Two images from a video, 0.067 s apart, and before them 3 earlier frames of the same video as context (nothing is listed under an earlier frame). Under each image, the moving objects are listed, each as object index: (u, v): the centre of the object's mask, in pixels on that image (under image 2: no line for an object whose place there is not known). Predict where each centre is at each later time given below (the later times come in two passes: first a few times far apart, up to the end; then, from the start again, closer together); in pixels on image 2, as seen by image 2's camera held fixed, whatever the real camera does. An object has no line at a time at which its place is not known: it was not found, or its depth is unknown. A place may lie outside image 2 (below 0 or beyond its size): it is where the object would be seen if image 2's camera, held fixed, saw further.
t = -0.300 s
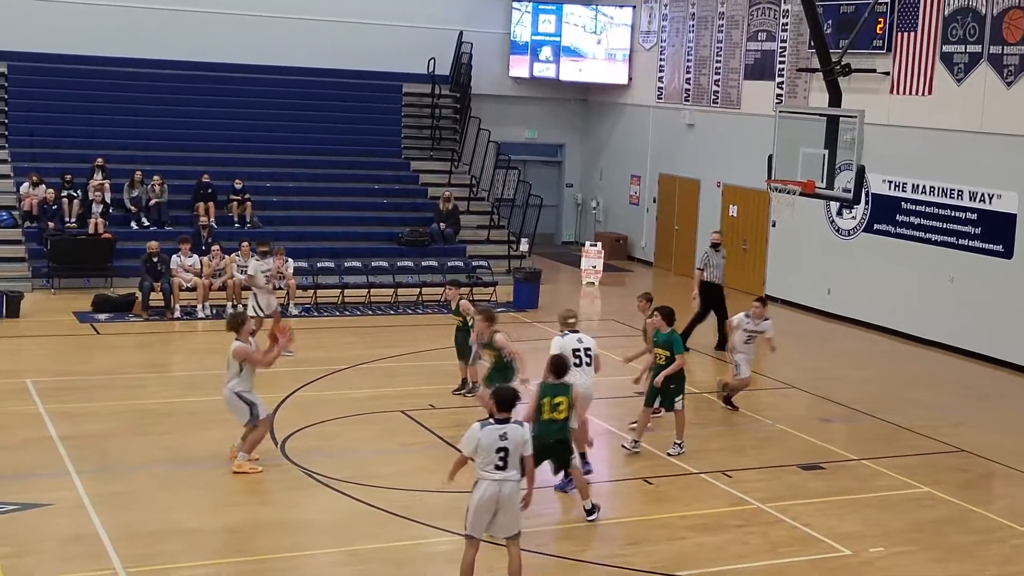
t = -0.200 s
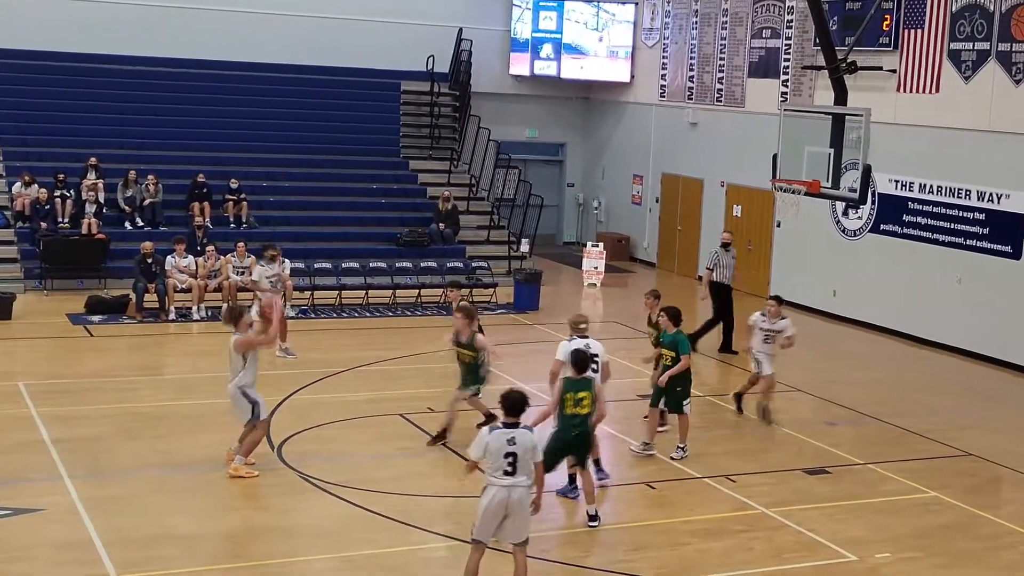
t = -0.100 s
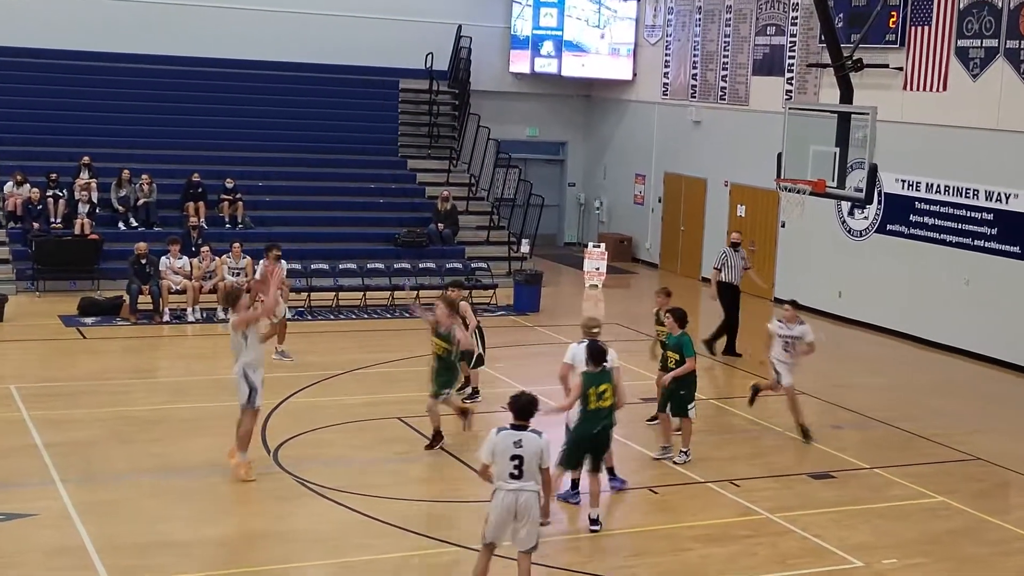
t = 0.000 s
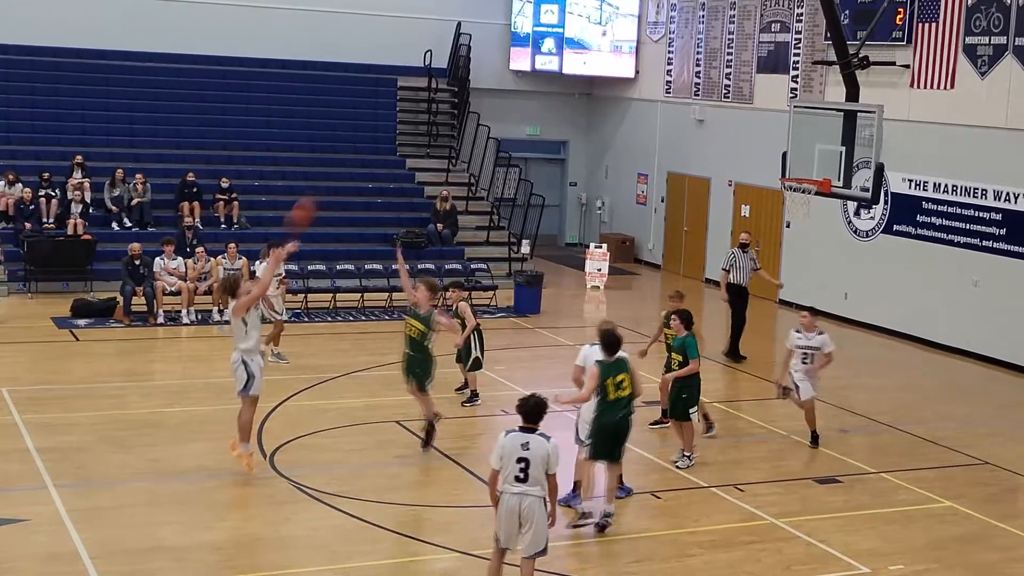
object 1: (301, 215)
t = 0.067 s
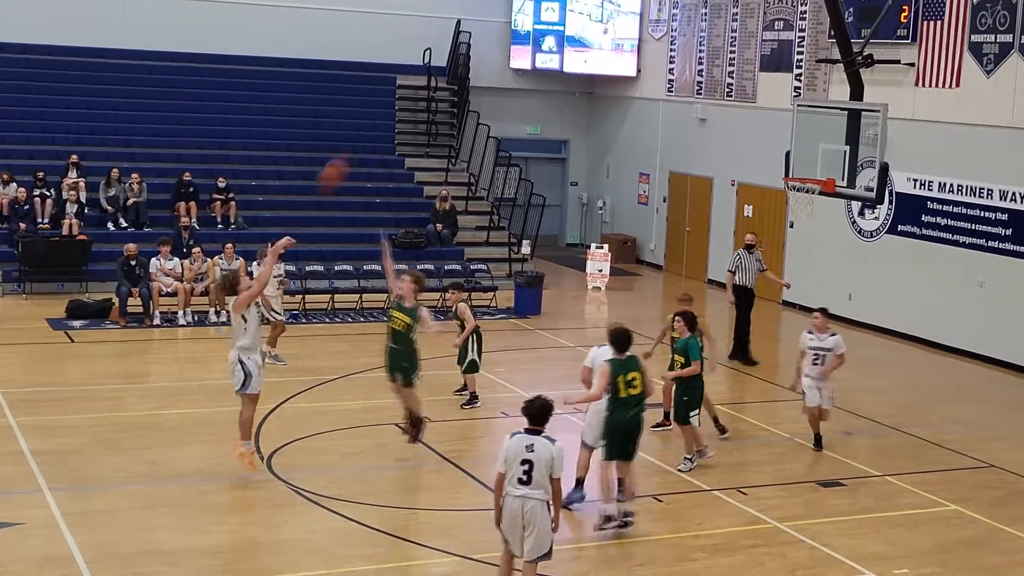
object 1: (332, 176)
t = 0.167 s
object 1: (382, 121)
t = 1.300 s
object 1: (807, 175)
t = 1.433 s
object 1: (802, 174)
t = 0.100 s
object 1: (349, 156)
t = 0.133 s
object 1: (365, 139)
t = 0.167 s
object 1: (382, 121)
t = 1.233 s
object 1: (794, 172)
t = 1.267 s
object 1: (801, 172)
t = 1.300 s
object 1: (807, 175)
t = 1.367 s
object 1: (806, 175)
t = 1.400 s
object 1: (804, 175)
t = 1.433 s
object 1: (802, 174)
